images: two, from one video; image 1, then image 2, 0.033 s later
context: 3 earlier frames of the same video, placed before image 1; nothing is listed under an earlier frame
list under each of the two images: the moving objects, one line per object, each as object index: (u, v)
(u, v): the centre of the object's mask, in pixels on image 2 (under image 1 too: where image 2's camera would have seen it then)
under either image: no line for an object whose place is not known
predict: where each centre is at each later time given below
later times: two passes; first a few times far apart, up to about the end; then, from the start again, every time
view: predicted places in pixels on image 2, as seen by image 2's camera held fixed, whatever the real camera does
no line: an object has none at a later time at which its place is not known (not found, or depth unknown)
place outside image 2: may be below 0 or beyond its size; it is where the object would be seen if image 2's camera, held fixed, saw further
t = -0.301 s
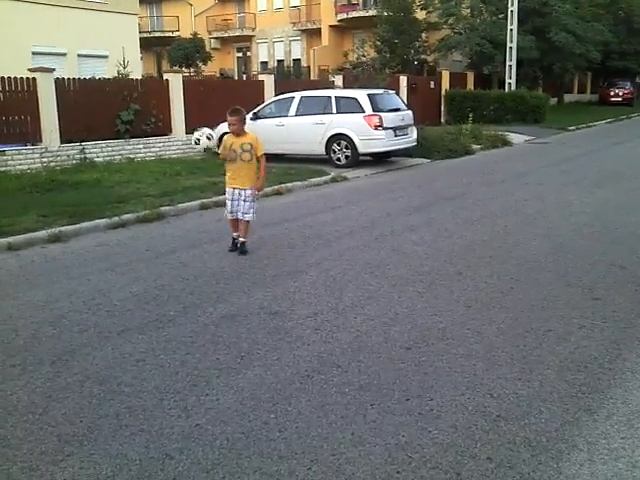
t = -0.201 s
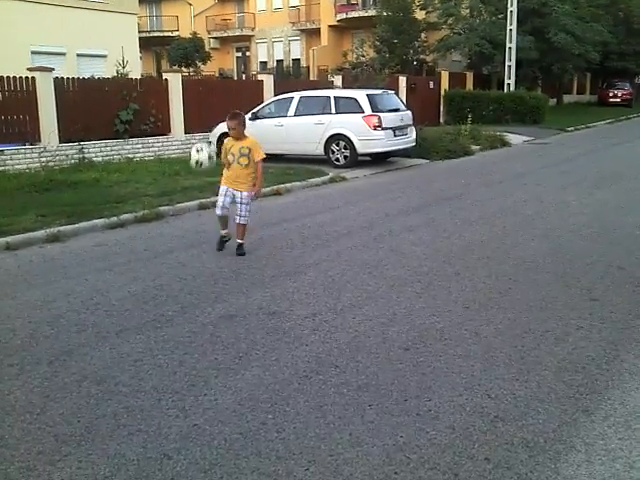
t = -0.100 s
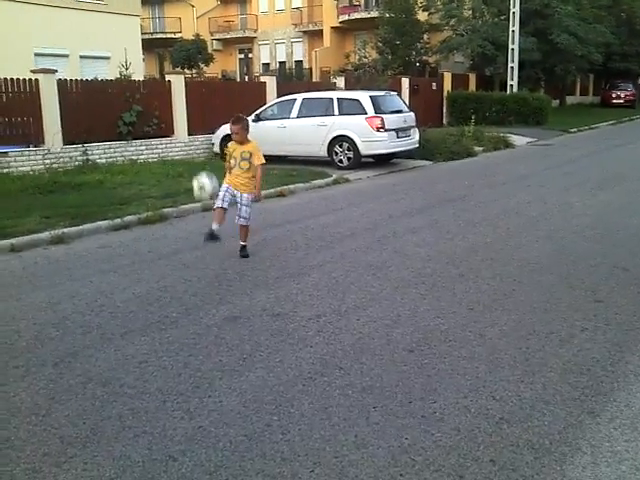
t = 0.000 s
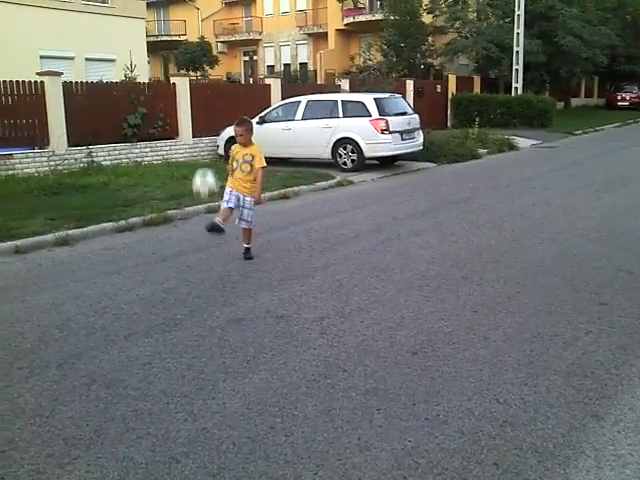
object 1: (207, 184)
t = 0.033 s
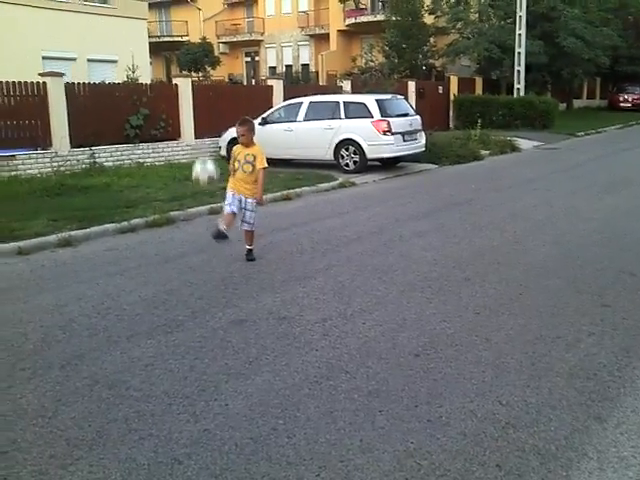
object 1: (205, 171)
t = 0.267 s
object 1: (189, 112)
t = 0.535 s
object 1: (175, 122)
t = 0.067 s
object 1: (202, 157)
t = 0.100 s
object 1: (200, 148)
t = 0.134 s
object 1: (198, 136)
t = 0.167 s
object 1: (196, 129)
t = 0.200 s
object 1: (194, 122)
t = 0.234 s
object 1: (192, 116)
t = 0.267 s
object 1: (189, 112)
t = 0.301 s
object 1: (187, 108)
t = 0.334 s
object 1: (185, 105)
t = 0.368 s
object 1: (184, 105)
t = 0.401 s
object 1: (182, 105)
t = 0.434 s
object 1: (180, 107)
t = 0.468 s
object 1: (179, 110)
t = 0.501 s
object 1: (176, 116)
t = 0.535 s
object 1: (175, 122)
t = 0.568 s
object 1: (174, 129)
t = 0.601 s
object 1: (172, 139)
